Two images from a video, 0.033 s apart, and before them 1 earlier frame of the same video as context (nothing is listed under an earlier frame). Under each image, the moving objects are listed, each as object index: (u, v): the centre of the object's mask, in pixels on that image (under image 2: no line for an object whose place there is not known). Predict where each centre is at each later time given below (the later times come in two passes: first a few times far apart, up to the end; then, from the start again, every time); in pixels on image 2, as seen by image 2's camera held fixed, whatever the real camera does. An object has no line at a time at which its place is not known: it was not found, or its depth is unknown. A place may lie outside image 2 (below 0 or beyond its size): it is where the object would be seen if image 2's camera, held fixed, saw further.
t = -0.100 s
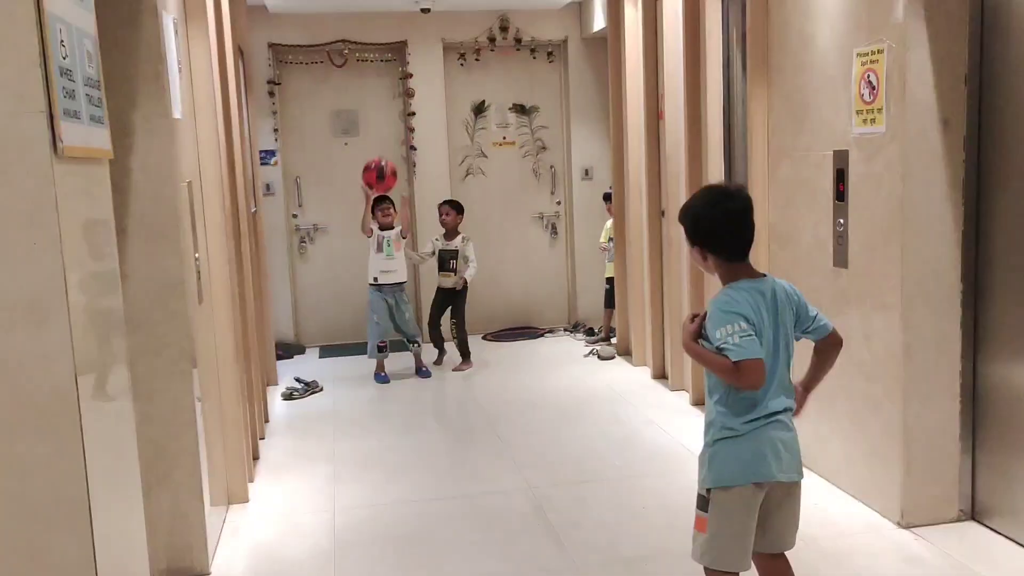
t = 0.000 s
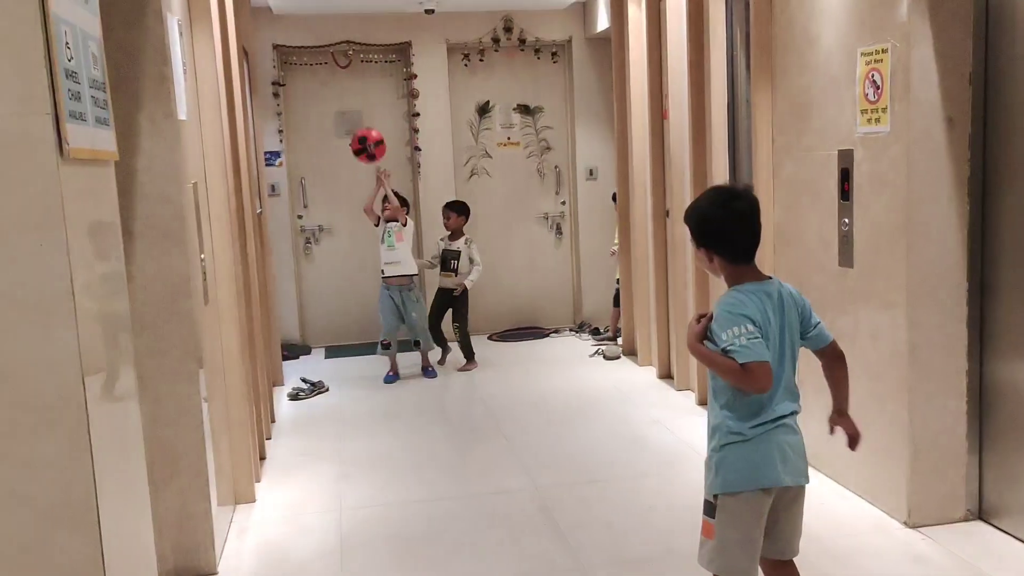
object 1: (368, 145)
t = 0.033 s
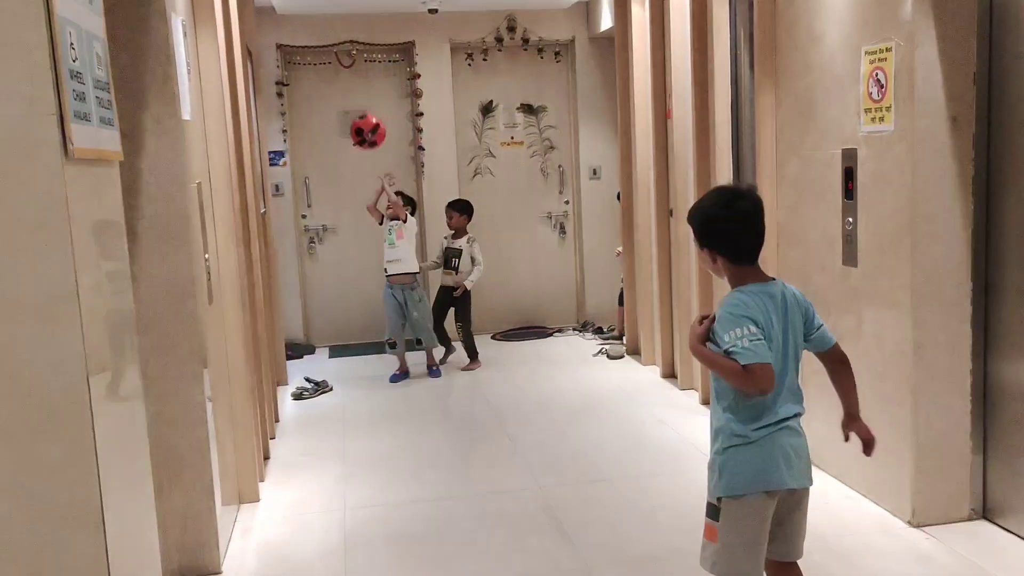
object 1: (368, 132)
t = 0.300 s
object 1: (338, 88)
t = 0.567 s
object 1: (319, 152)
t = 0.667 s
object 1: (315, 201)
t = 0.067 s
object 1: (364, 120)
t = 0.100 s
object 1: (359, 111)
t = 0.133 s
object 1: (355, 102)
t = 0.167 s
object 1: (352, 96)
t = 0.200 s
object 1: (348, 92)
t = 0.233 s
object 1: (344, 88)
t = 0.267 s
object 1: (341, 87)
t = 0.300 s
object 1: (338, 88)
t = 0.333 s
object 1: (335, 91)
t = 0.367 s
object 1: (332, 95)
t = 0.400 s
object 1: (329, 101)
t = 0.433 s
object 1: (327, 109)
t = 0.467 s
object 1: (325, 116)
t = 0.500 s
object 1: (323, 127)
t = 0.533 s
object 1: (321, 139)
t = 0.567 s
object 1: (319, 152)
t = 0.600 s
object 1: (317, 167)
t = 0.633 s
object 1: (316, 184)
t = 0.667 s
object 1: (315, 201)
